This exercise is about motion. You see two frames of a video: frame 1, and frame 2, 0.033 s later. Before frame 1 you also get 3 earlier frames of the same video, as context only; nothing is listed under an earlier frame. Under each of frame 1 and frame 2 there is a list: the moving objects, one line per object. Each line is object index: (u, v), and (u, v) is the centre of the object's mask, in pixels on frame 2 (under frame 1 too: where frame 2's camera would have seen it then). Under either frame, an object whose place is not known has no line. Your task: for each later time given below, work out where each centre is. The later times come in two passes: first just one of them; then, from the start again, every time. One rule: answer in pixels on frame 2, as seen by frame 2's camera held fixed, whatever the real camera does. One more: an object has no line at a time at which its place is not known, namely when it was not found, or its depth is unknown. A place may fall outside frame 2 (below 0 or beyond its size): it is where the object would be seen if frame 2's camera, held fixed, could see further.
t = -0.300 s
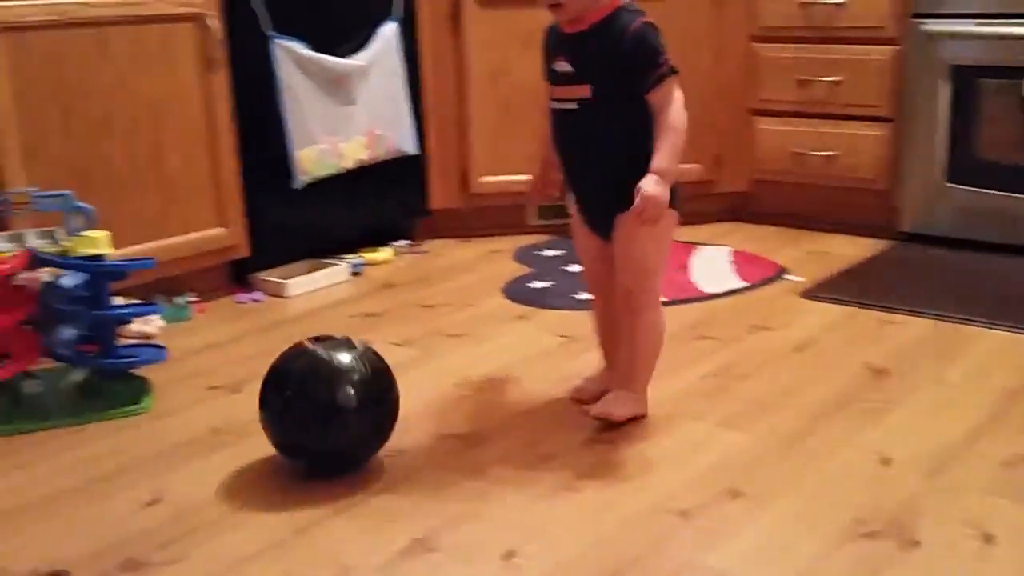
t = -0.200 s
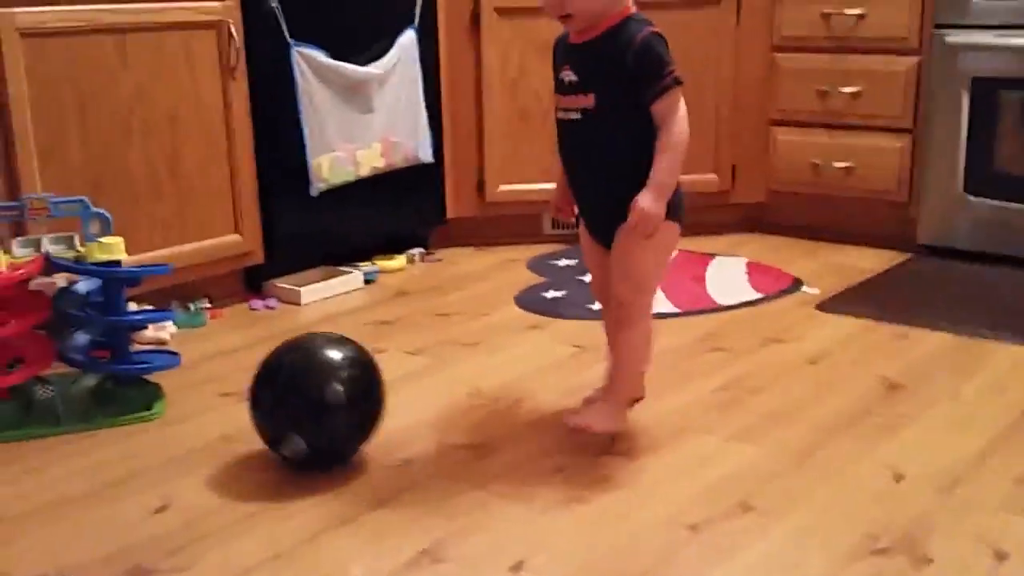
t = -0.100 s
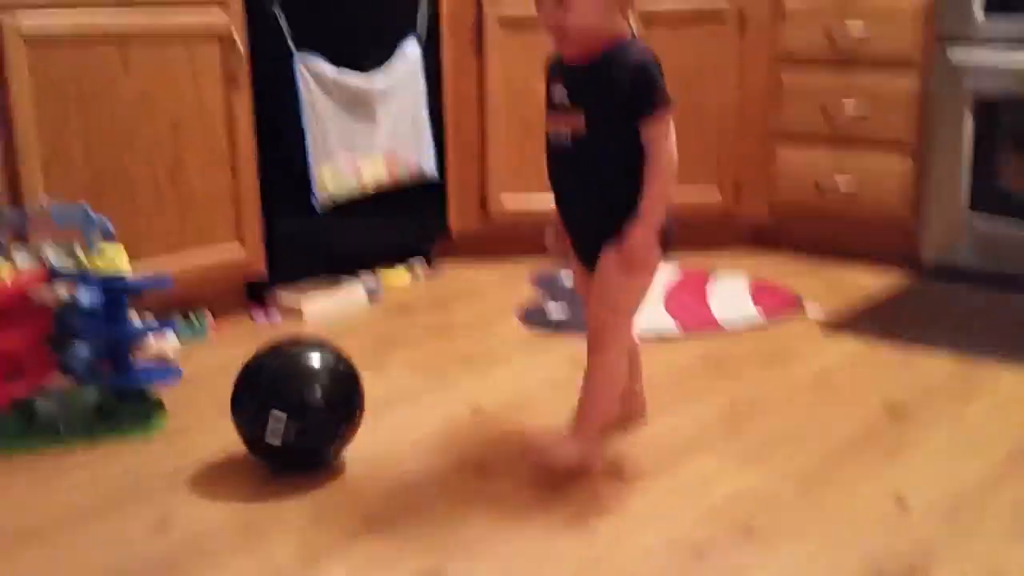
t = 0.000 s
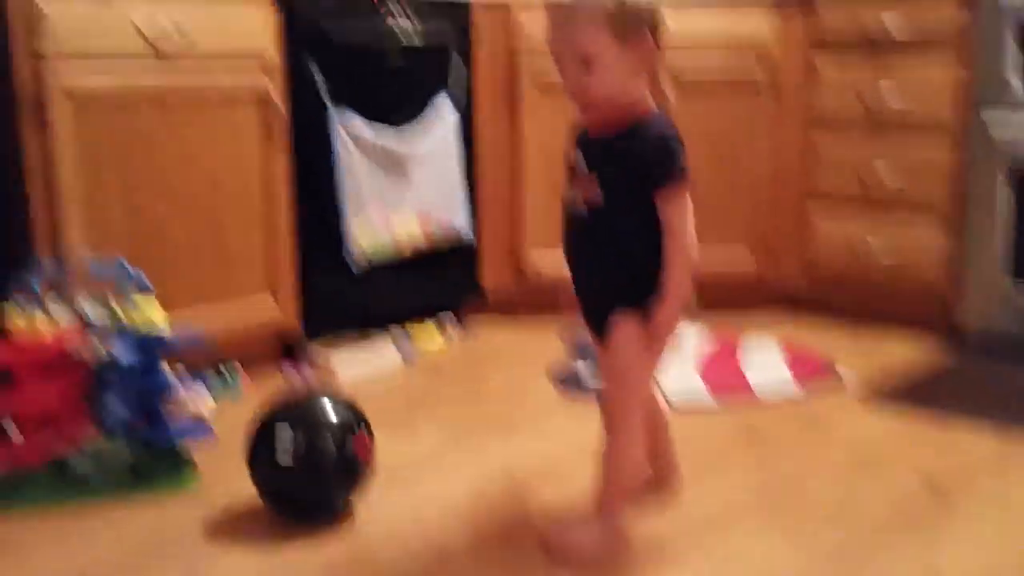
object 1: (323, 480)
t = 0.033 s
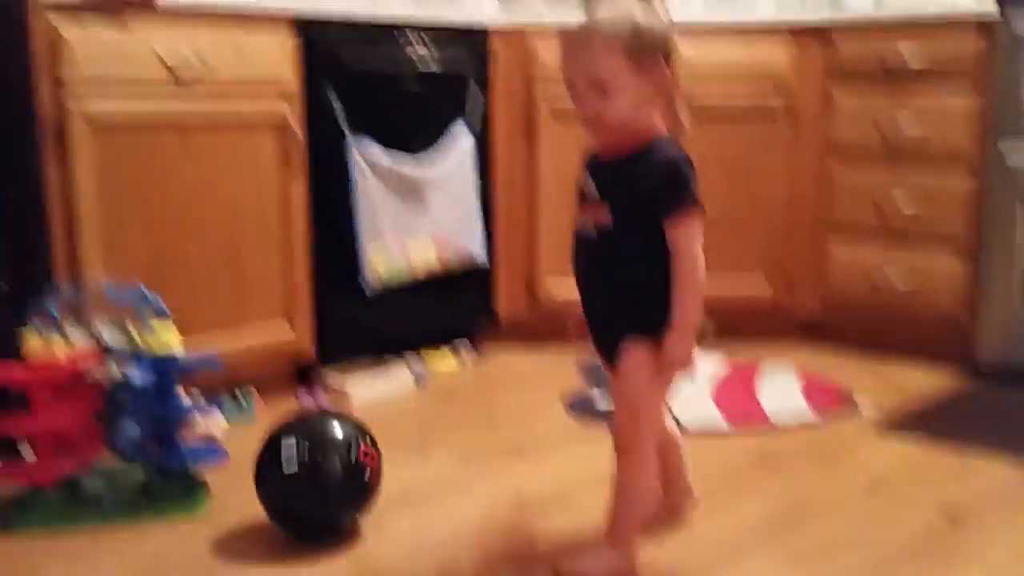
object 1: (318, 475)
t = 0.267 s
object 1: (291, 450)
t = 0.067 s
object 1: (313, 470)
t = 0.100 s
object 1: (309, 467)
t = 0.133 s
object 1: (305, 463)
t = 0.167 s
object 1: (301, 459)
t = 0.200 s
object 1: (298, 457)
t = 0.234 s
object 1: (294, 453)
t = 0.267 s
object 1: (291, 450)
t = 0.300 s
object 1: (288, 447)
